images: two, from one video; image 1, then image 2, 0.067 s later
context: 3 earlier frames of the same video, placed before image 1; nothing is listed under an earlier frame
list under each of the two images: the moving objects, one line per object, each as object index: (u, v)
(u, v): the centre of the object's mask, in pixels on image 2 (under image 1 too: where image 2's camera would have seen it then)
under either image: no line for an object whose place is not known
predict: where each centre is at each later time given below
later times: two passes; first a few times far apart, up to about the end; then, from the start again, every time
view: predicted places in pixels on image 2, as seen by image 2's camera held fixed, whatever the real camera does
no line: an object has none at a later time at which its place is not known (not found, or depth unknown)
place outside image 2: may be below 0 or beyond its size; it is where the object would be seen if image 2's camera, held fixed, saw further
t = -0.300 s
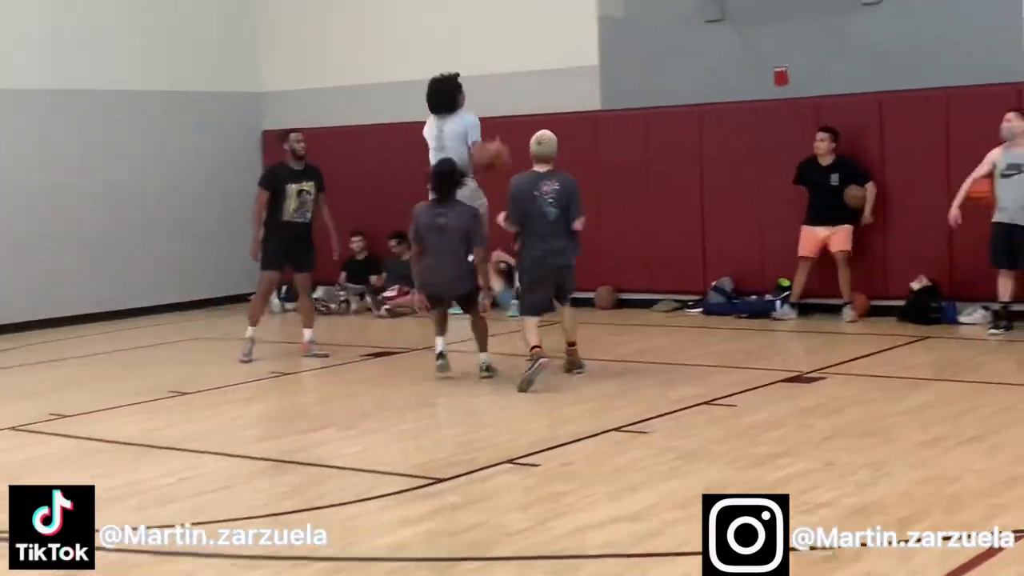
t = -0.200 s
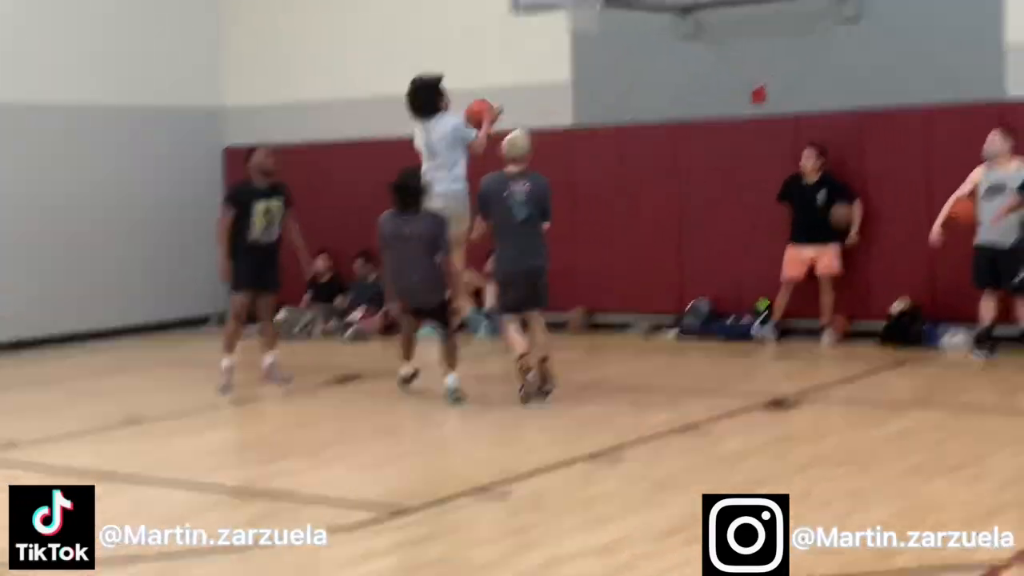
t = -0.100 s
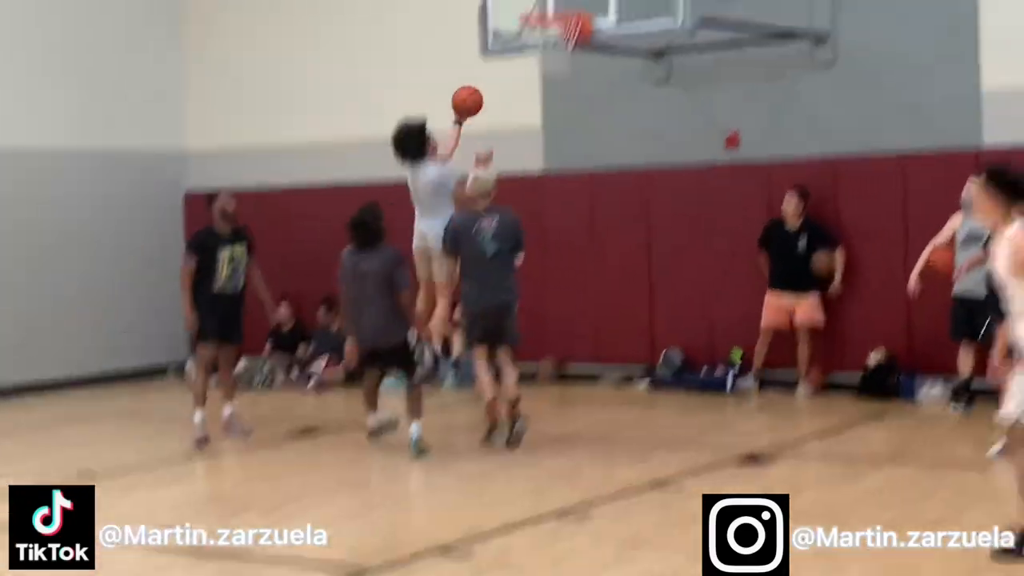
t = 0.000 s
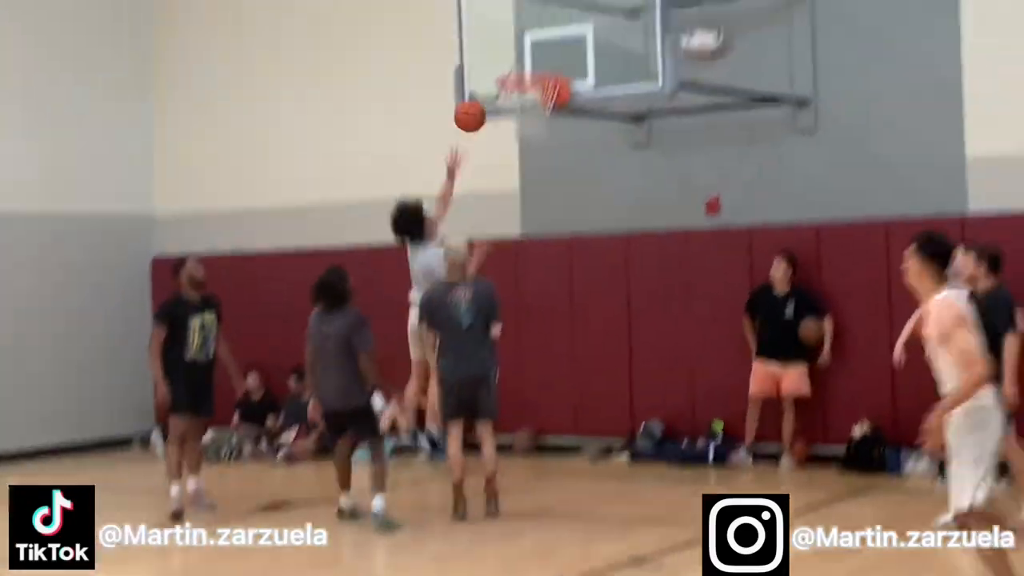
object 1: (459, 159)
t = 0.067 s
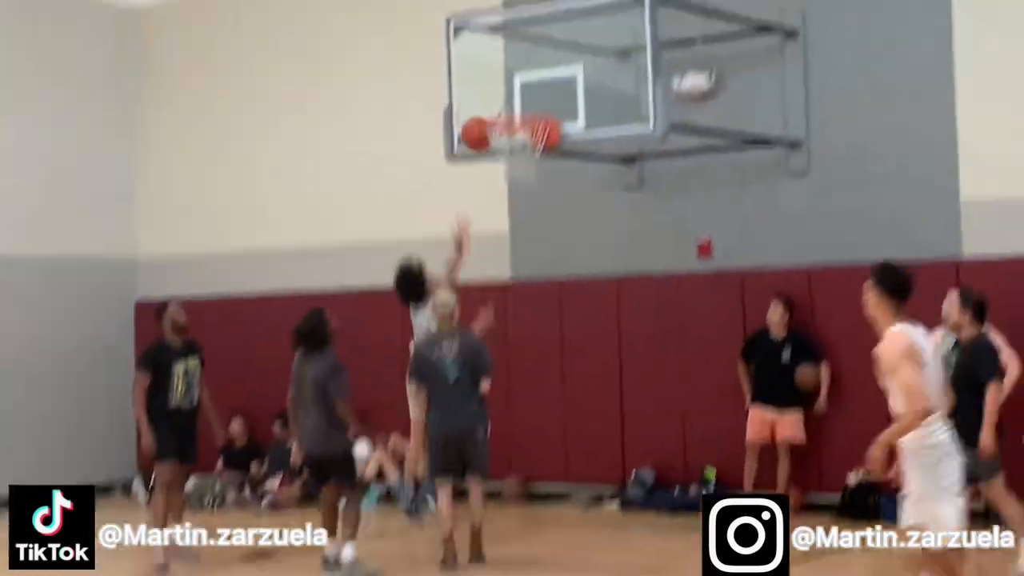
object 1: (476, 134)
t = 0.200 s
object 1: (508, 98)
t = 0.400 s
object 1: (523, 97)
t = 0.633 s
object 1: (494, 143)
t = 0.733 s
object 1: (488, 150)
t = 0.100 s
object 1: (486, 122)
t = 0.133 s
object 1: (496, 113)
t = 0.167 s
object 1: (504, 105)
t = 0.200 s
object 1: (508, 98)
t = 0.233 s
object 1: (510, 95)
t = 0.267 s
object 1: (513, 93)
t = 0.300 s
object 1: (515, 92)
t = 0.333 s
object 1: (518, 92)
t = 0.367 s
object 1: (521, 94)
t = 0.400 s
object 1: (523, 97)
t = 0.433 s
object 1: (526, 101)
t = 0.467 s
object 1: (529, 105)
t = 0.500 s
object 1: (530, 108)
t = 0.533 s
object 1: (520, 120)
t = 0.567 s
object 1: (509, 127)
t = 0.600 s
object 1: (502, 137)
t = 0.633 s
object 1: (494, 143)
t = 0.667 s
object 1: (489, 149)
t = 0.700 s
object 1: (488, 150)
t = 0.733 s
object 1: (488, 150)
